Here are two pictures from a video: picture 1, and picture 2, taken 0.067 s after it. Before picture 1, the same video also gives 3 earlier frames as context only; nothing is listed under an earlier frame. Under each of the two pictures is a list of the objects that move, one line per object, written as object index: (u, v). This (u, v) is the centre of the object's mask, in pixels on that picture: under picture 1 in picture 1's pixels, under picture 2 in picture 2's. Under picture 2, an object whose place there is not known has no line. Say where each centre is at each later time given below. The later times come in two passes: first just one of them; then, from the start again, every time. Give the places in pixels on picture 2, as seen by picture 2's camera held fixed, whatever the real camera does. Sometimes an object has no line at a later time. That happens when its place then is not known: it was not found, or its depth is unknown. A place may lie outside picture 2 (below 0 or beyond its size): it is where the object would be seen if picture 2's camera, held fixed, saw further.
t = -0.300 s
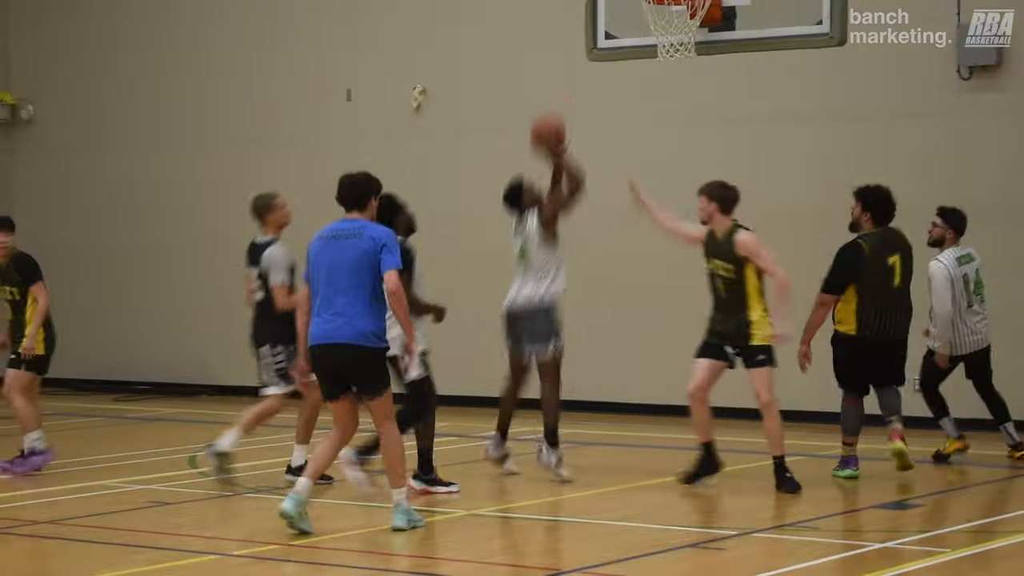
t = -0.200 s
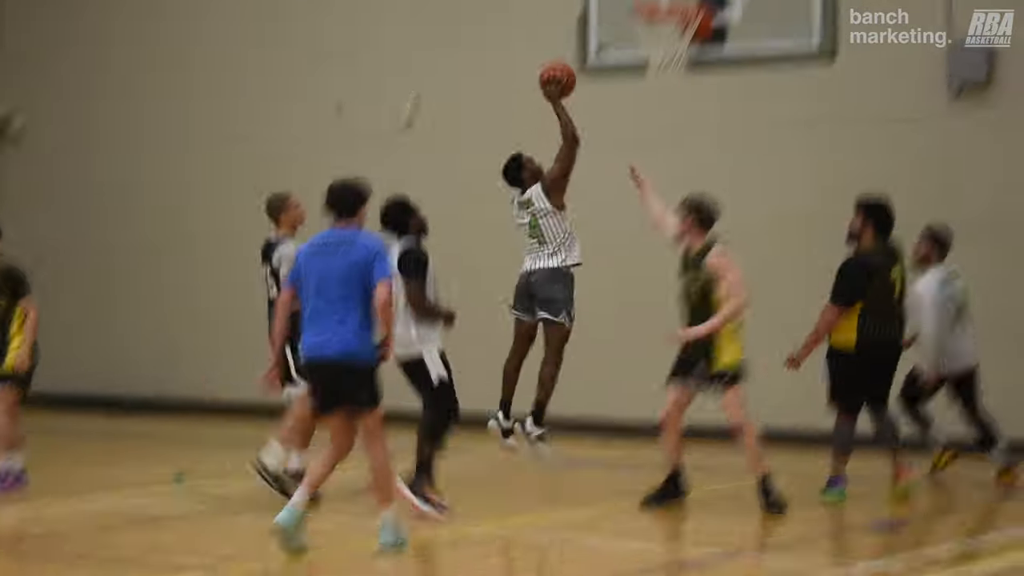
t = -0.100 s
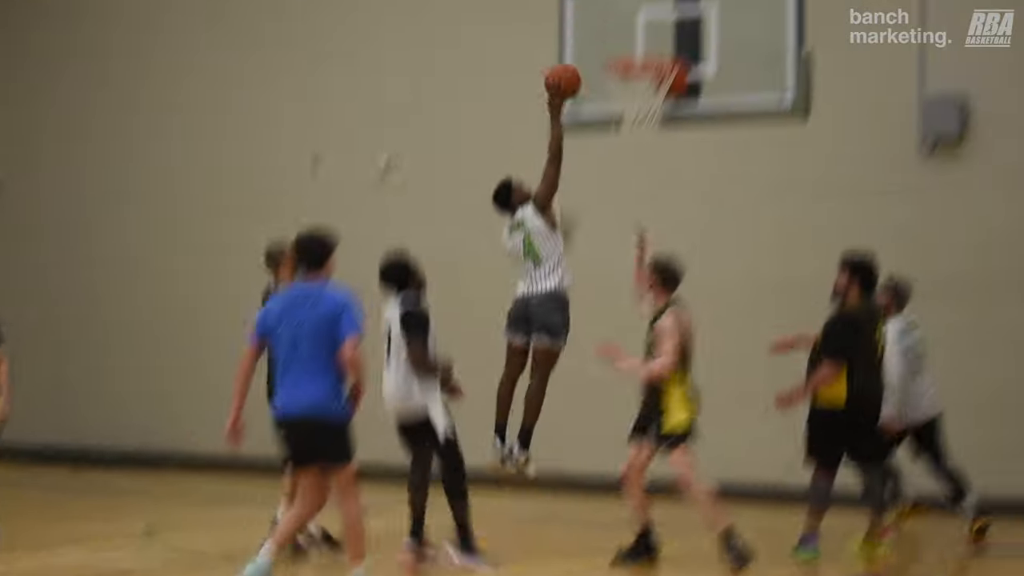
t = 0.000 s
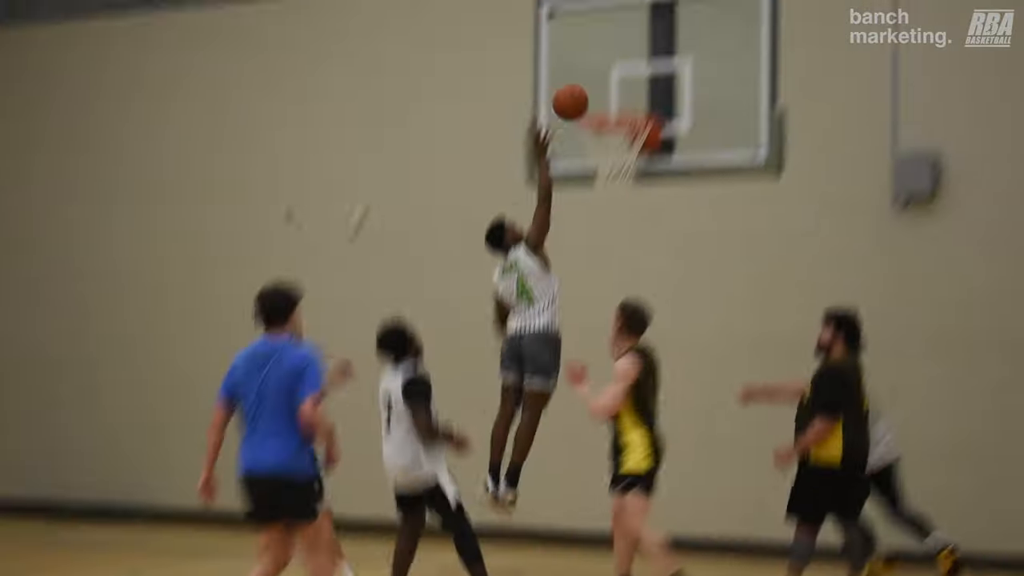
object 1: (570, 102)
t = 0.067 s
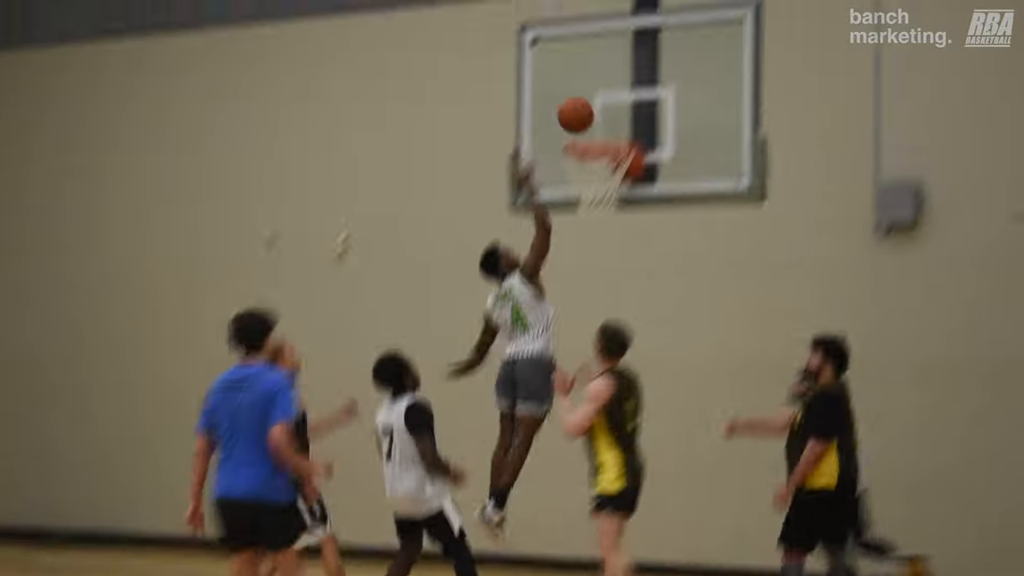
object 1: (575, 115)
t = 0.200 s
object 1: (592, 110)
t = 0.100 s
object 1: (586, 111)
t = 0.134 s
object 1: (594, 108)
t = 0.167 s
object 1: (593, 109)
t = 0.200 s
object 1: (592, 110)
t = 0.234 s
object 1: (591, 113)
